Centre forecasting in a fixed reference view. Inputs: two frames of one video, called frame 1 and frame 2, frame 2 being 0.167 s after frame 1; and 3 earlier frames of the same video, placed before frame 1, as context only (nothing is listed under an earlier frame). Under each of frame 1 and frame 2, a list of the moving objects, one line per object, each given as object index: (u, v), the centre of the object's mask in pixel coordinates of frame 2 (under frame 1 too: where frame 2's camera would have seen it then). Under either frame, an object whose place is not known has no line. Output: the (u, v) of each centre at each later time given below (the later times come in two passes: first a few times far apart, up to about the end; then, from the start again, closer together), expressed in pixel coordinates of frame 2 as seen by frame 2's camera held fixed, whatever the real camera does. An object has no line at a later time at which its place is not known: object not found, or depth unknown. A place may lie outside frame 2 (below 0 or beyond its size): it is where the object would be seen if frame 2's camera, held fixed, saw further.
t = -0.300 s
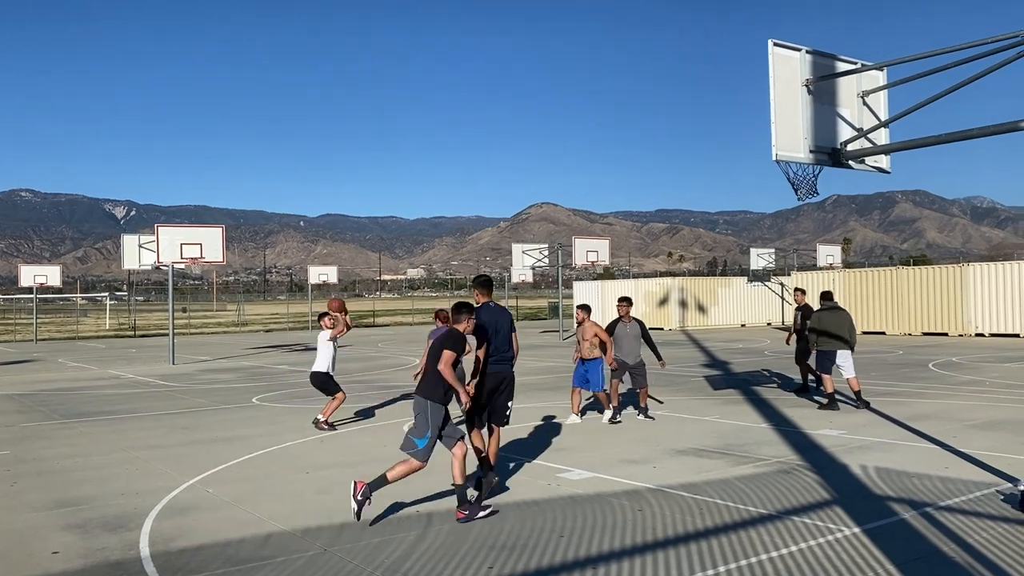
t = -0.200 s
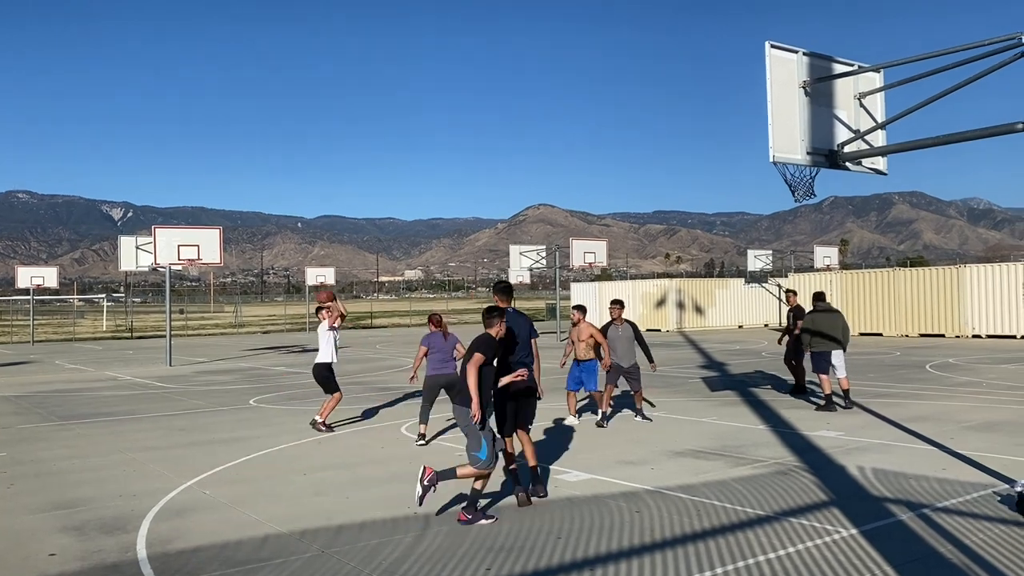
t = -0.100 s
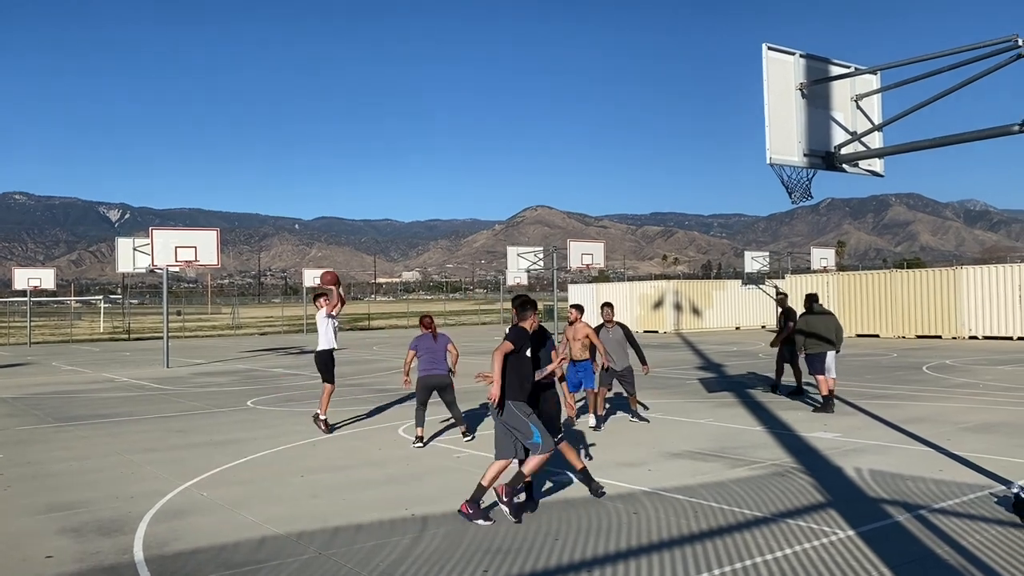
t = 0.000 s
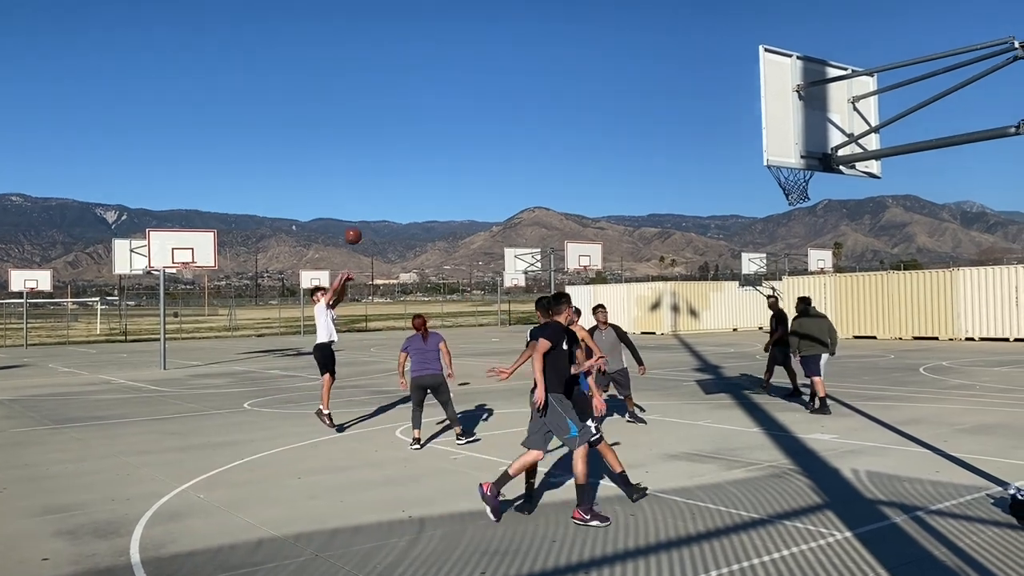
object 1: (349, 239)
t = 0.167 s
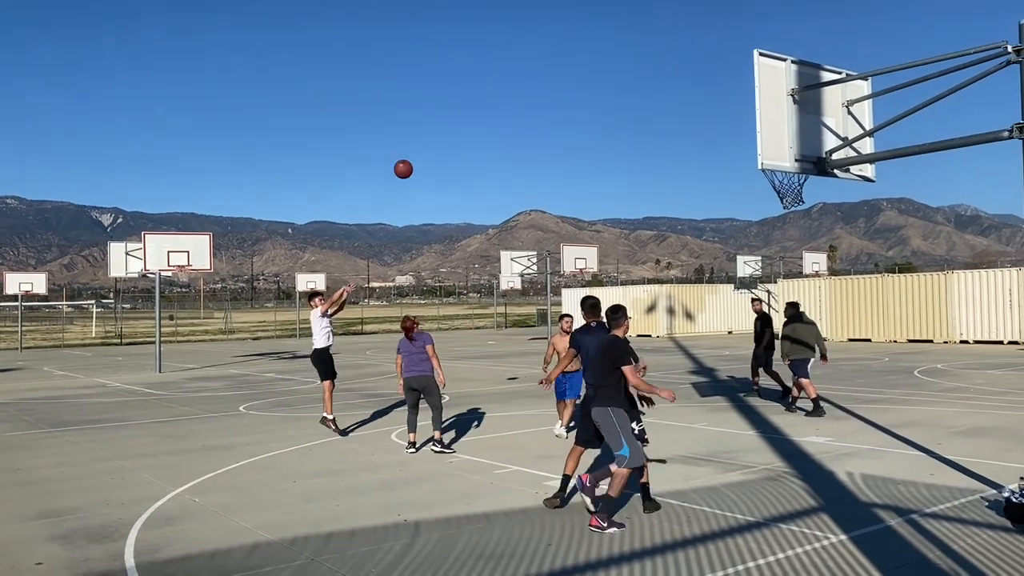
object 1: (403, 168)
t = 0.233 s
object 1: (426, 145)
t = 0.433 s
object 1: (502, 92)
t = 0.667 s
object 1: (603, 65)
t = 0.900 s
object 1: (721, 85)
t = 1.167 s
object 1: (774, 181)
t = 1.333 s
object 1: (770, 183)
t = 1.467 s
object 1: (775, 190)
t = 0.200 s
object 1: (415, 157)
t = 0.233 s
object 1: (426, 145)
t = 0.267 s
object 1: (439, 135)
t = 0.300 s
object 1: (451, 124)
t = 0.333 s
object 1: (463, 115)
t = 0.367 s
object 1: (476, 106)
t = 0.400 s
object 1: (489, 99)
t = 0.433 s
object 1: (502, 92)
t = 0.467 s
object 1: (516, 85)
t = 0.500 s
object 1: (530, 80)
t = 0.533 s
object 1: (544, 75)
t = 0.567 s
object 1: (558, 71)
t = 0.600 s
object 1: (573, 68)
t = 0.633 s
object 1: (588, 66)
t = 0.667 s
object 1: (603, 65)
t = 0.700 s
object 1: (619, 64)
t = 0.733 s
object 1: (635, 65)
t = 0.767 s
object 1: (652, 67)
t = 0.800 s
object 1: (668, 70)
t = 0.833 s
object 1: (686, 74)
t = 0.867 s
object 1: (703, 79)
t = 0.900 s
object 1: (721, 85)
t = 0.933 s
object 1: (740, 93)
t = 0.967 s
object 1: (751, 102)
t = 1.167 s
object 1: (774, 181)
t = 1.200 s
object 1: (772, 184)
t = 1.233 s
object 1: (769, 184)
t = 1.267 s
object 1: (769, 183)
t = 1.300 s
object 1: (769, 182)
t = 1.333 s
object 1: (770, 183)
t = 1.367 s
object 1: (770, 185)
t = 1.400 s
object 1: (771, 187)
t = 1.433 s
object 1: (773, 188)
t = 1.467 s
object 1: (775, 190)
